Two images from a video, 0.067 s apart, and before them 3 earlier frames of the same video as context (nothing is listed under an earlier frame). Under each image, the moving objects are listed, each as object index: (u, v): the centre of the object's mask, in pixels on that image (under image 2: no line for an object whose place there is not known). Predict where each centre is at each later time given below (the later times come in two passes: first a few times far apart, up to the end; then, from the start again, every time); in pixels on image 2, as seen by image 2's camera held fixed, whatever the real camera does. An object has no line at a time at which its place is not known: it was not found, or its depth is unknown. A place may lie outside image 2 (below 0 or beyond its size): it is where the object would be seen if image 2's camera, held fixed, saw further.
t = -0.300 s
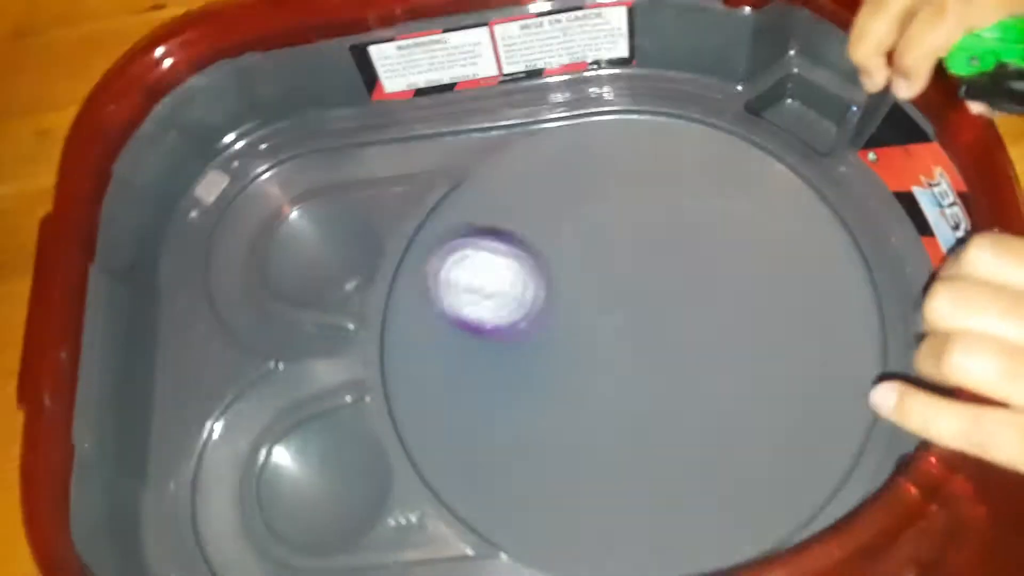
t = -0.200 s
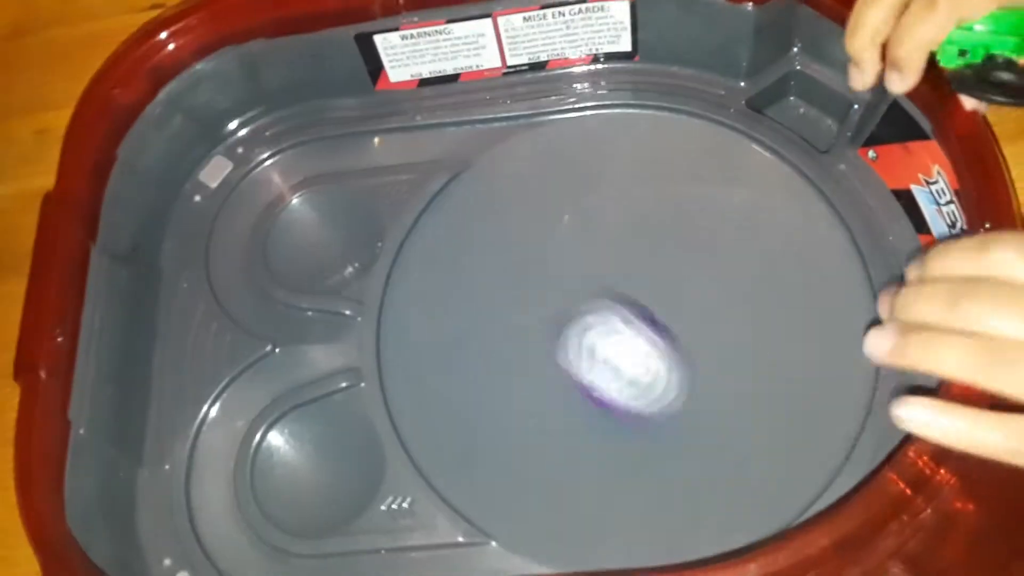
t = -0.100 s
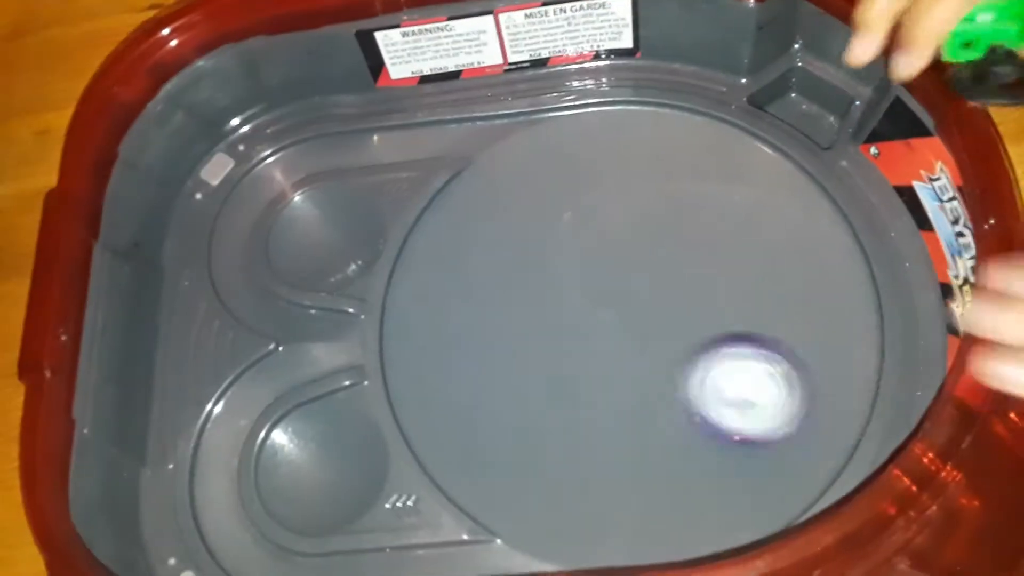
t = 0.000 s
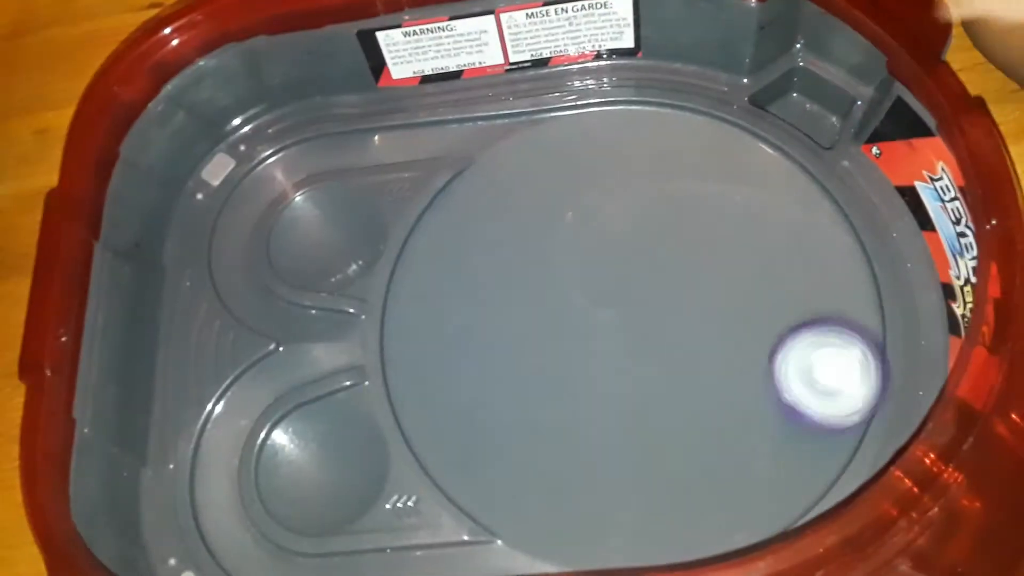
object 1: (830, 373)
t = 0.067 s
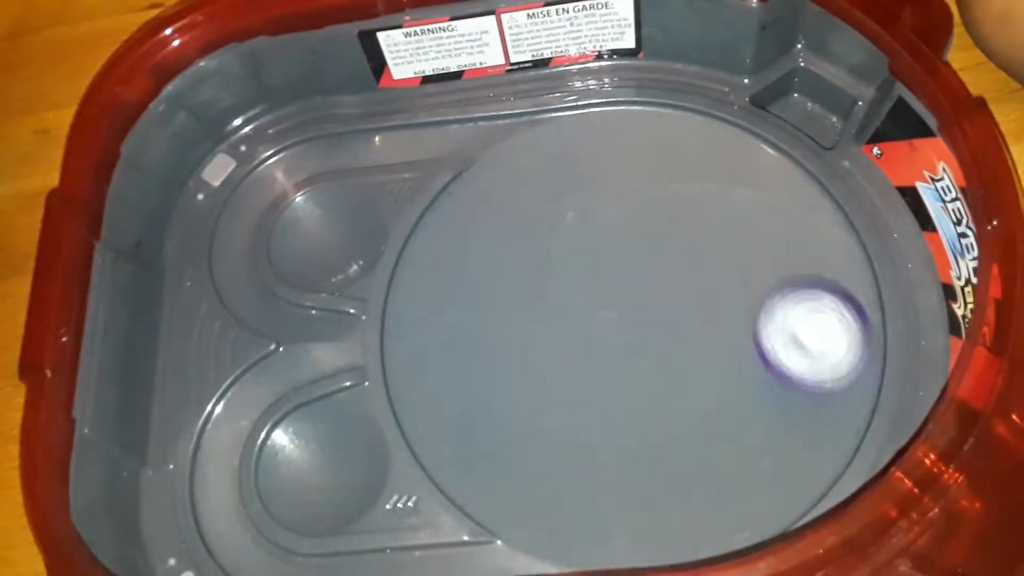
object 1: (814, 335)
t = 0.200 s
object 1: (751, 248)
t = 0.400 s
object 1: (615, 176)
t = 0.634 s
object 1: (494, 317)
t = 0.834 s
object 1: (585, 470)
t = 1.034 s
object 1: (768, 440)
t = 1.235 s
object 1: (796, 276)
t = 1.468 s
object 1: (602, 200)
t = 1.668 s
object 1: (460, 297)
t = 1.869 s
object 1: (488, 459)
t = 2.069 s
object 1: (670, 478)
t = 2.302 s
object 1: (756, 292)
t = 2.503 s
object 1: (656, 176)
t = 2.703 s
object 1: (503, 196)
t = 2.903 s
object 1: (457, 338)
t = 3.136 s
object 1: (642, 438)
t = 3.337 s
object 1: (772, 339)
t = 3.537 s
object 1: (742, 209)
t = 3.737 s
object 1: (596, 181)
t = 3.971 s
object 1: (488, 327)
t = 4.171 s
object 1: (579, 457)
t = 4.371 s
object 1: (731, 430)
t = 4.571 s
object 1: (757, 291)
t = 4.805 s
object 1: (603, 208)
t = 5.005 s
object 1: (478, 275)
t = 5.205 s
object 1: (494, 405)
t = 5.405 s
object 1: (645, 430)
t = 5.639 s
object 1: (734, 293)
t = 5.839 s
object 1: (658, 194)
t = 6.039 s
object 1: (533, 210)
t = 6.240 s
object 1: (500, 335)
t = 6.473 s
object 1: (637, 425)
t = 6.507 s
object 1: (663, 424)
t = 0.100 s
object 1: (799, 314)
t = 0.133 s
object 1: (785, 292)
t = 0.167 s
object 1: (767, 269)
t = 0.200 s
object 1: (751, 248)
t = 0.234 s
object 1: (730, 225)
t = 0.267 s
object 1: (712, 207)
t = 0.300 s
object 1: (692, 192)
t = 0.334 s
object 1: (669, 182)
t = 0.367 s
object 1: (643, 176)
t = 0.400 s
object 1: (615, 176)
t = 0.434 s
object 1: (589, 183)
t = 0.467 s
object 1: (564, 195)
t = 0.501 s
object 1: (543, 211)
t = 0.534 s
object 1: (522, 234)
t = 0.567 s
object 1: (508, 259)
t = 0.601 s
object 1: (498, 287)
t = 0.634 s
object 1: (494, 317)
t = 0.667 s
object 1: (495, 349)
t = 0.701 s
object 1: (502, 377)
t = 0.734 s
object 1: (516, 406)
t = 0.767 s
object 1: (535, 431)
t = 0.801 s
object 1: (558, 453)
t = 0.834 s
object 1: (585, 470)
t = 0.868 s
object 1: (614, 480)
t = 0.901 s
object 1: (644, 484)
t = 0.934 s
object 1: (677, 482)
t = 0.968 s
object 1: (708, 475)
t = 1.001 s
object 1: (740, 461)
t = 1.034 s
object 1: (768, 440)
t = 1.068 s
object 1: (789, 416)
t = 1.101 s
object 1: (805, 389)
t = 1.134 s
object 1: (814, 360)
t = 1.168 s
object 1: (816, 334)
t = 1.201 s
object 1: (810, 304)
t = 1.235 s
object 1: (796, 276)
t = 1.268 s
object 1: (778, 252)
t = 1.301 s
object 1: (756, 232)
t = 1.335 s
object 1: (727, 215)
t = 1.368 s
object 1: (698, 203)
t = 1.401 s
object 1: (669, 197)
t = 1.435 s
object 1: (636, 196)
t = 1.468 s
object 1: (602, 200)
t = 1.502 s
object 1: (571, 207)
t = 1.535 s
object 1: (543, 218)
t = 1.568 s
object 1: (518, 233)
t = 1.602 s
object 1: (496, 251)
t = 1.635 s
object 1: (476, 272)
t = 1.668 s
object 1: (460, 297)
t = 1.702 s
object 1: (449, 323)
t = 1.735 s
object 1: (444, 351)
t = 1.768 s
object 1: (445, 381)
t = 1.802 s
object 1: (454, 411)
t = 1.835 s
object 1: (467, 435)
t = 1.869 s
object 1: (488, 459)
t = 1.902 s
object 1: (513, 478)
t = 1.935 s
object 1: (543, 492)
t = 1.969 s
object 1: (574, 498)
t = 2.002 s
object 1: (609, 498)
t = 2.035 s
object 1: (641, 491)
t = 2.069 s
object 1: (670, 478)
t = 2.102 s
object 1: (696, 459)
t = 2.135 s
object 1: (720, 434)
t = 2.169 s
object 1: (736, 410)
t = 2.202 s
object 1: (750, 379)
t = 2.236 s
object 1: (758, 348)
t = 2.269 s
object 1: (759, 319)
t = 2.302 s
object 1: (756, 292)
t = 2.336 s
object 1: (748, 264)
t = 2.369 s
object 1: (736, 240)
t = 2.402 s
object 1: (720, 218)
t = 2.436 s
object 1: (702, 200)
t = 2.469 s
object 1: (681, 187)
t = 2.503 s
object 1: (656, 176)
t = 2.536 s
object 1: (632, 169)
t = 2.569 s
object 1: (605, 166)
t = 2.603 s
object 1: (579, 167)
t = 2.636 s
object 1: (554, 172)
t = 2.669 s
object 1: (529, 183)
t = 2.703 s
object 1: (503, 196)
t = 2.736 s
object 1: (485, 211)
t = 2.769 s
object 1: (469, 230)
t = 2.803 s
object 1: (456, 256)
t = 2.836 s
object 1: (450, 281)
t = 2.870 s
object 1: (450, 310)
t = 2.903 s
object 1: (457, 338)
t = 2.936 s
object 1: (470, 365)
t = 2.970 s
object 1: (491, 390)
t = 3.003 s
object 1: (514, 410)
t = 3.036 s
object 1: (545, 427)
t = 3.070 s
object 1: (576, 436)
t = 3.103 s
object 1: (611, 441)
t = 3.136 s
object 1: (642, 438)
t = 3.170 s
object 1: (674, 429)
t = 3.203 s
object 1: (699, 418)
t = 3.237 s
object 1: (725, 400)
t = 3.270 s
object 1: (745, 382)
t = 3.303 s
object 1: (761, 361)
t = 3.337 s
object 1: (772, 339)
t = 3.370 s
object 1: (779, 316)
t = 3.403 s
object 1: (781, 292)
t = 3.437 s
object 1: (778, 270)
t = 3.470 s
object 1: (770, 248)
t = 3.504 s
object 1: (758, 227)
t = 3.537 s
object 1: (742, 209)
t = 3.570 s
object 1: (722, 195)
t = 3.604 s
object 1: (700, 184)
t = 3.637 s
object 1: (675, 177)
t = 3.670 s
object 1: (649, 174)
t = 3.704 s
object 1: (622, 175)
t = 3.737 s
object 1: (596, 181)
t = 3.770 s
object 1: (570, 193)
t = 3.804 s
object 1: (548, 208)
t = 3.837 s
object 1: (527, 227)
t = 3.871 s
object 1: (510, 249)
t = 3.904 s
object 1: (497, 275)
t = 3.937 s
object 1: (489, 301)
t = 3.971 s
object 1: (488, 327)
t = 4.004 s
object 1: (491, 355)
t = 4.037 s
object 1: (500, 381)
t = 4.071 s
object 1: (514, 405)
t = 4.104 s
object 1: (533, 426)
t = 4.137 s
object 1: (555, 444)
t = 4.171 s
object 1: (579, 457)
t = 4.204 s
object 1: (605, 465)
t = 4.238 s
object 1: (632, 467)
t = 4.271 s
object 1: (658, 467)
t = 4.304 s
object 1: (684, 458)
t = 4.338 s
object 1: (707, 448)
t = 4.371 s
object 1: (731, 430)
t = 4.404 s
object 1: (747, 412)
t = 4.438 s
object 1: (760, 391)
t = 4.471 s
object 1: (768, 364)
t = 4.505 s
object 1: (771, 340)
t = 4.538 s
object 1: (766, 314)
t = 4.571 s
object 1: (757, 291)
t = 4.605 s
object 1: (744, 270)
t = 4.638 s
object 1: (724, 250)
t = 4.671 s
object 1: (703, 235)
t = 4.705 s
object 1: (678, 223)
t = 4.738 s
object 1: (656, 214)
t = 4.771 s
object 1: (628, 209)
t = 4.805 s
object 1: (603, 208)
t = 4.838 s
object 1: (577, 210)
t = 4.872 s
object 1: (553, 217)
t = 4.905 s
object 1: (531, 227)
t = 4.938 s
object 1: (510, 240)
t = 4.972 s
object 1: (491, 257)
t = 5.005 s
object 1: (478, 275)
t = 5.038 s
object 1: (468, 296)
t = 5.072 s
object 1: (463, 318)
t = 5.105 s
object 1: (463, 342)
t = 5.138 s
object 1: (468, 365)
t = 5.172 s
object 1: (478, 386)
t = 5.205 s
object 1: (494, 405)
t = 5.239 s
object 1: (513, 421)
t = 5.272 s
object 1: (536, 434)
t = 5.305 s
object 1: (563, 441)
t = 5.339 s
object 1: (590, 443)
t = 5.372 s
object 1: (618, 439)
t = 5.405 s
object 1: (645, 430)
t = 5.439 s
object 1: (668, 419)
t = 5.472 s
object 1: (689, 402)
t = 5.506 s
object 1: (706, 385)
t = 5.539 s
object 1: (720, 361)
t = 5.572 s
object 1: (730, 339)
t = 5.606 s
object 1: (735, 317)
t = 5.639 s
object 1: (734, 293)
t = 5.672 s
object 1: (729, 271)
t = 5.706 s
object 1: (722, 250)
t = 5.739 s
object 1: (708, 232)
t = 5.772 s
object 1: (693, 216)
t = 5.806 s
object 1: (676, 203)
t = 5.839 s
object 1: (658, 194)
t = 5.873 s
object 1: (637, 186)
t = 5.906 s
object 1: (614, 183)
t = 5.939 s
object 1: (594, 184)
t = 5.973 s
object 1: (572, 189)
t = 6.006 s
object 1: (553, 197)
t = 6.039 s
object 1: (533, 210)
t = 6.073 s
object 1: (517, 226)
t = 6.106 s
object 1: (505, 244)
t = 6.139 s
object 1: (496, 267)
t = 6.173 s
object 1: (493, 291)
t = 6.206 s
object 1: (494, 313)
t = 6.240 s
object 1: (500, 335)
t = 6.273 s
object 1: (511, 358)
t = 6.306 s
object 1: (527, 378)
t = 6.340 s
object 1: (544, 393)
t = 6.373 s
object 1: (566, 408)
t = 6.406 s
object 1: (588, 417)
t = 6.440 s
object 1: (612, 423)
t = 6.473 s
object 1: (637, 425)
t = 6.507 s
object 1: (663, 424)
